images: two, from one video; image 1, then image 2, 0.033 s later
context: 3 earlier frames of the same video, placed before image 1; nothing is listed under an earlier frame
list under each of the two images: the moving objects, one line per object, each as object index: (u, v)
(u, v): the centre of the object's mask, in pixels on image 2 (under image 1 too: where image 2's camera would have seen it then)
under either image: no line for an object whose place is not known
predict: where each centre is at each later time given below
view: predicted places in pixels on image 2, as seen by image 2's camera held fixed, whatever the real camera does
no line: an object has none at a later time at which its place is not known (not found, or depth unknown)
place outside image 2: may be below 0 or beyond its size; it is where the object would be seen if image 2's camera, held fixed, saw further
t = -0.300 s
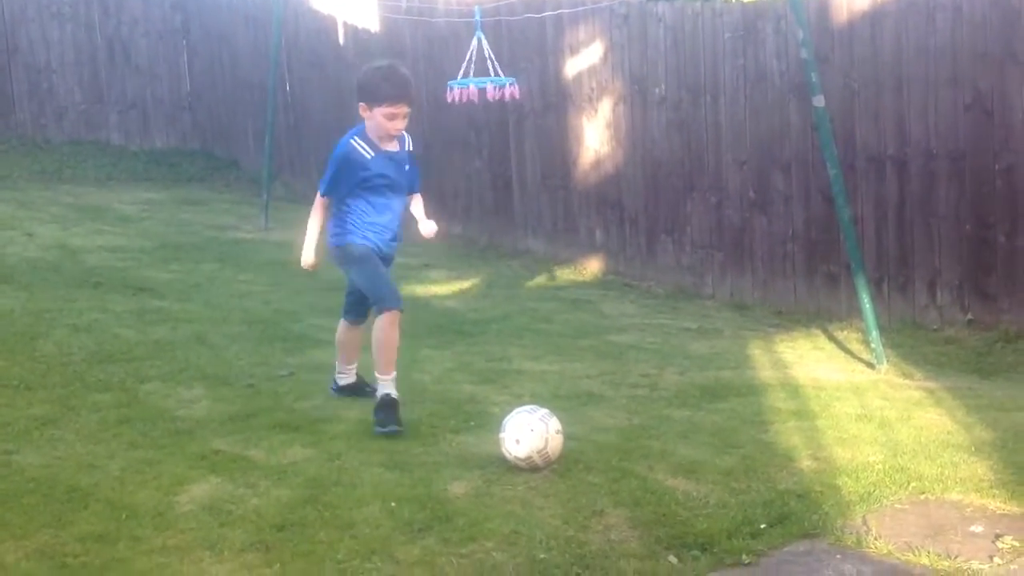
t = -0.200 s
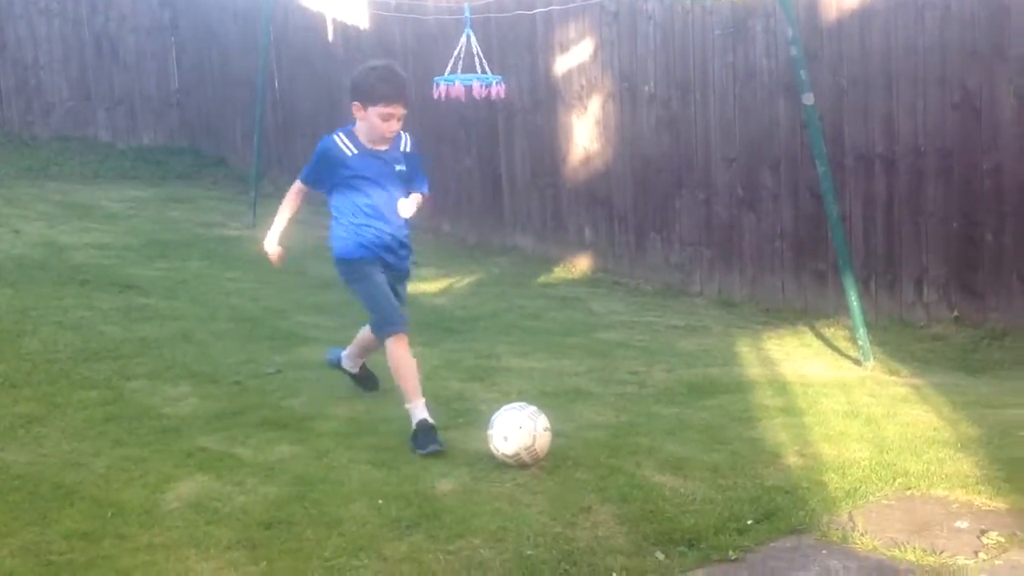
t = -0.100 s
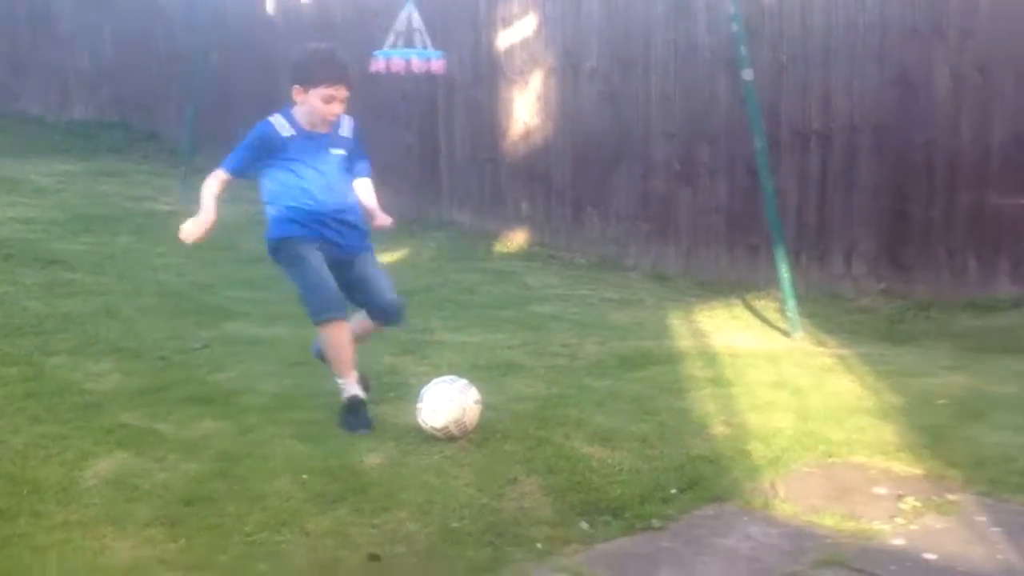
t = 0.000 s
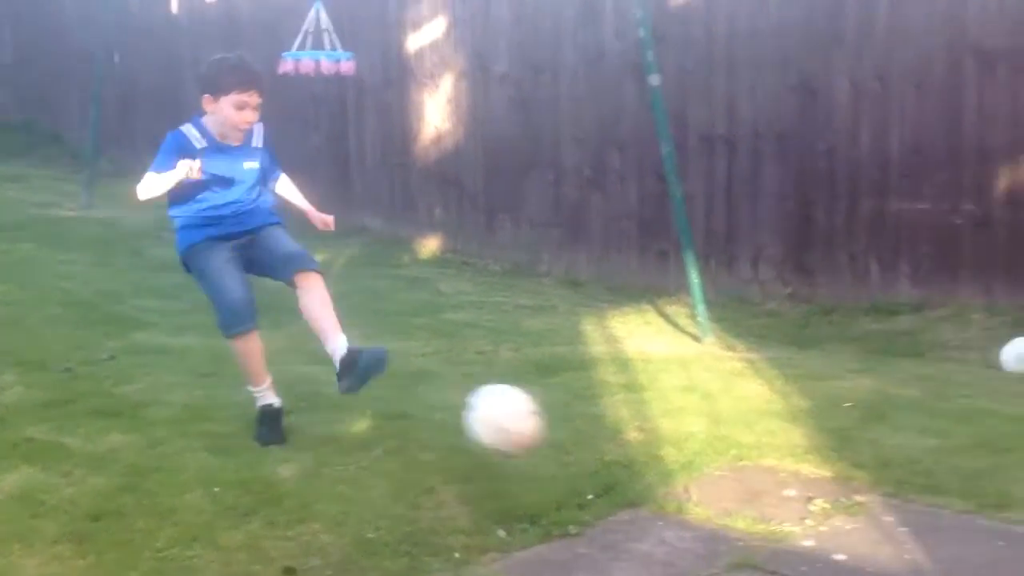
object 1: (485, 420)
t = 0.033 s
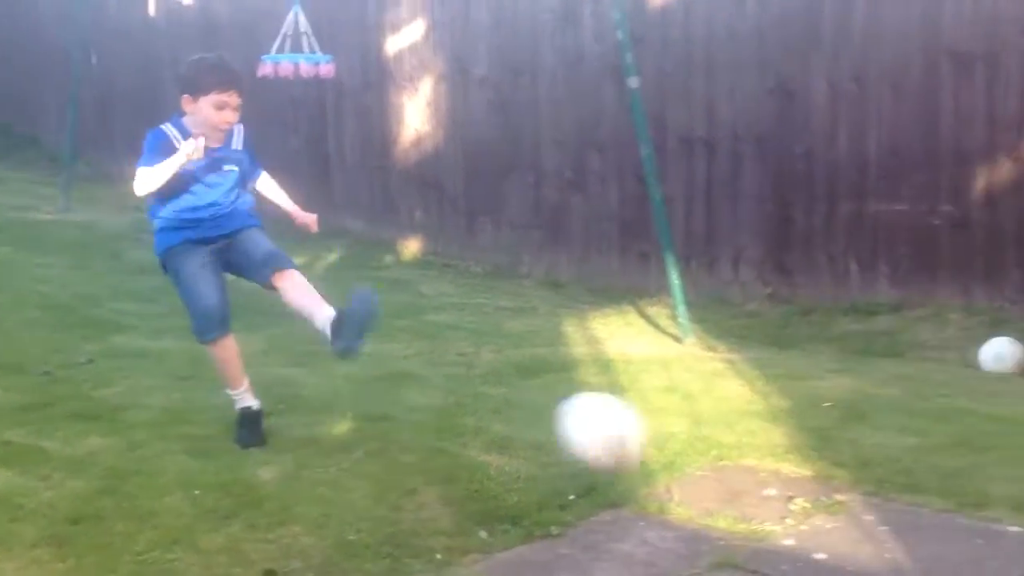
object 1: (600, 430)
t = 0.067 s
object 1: (739, 451)
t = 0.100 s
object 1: (900, 479)
